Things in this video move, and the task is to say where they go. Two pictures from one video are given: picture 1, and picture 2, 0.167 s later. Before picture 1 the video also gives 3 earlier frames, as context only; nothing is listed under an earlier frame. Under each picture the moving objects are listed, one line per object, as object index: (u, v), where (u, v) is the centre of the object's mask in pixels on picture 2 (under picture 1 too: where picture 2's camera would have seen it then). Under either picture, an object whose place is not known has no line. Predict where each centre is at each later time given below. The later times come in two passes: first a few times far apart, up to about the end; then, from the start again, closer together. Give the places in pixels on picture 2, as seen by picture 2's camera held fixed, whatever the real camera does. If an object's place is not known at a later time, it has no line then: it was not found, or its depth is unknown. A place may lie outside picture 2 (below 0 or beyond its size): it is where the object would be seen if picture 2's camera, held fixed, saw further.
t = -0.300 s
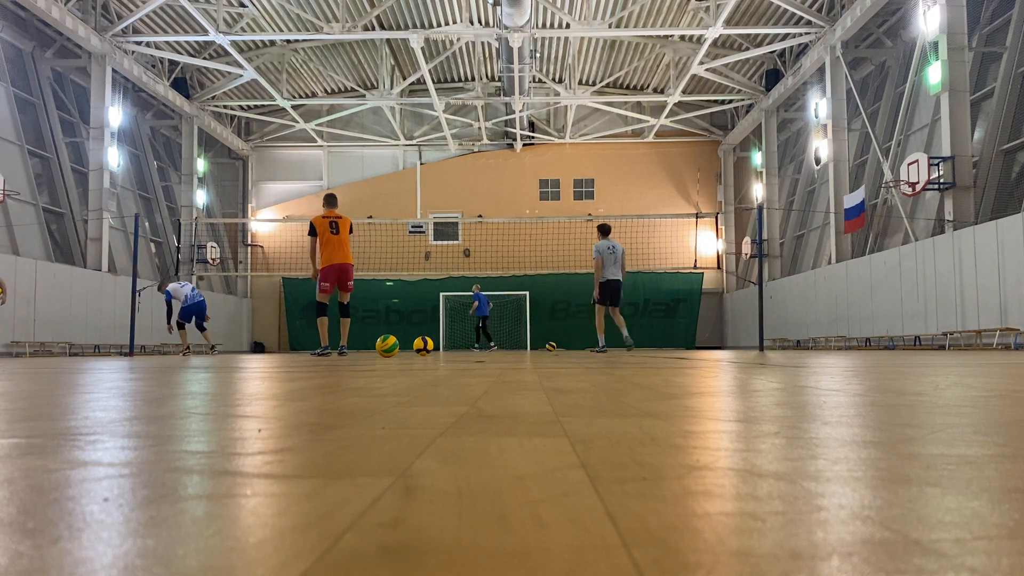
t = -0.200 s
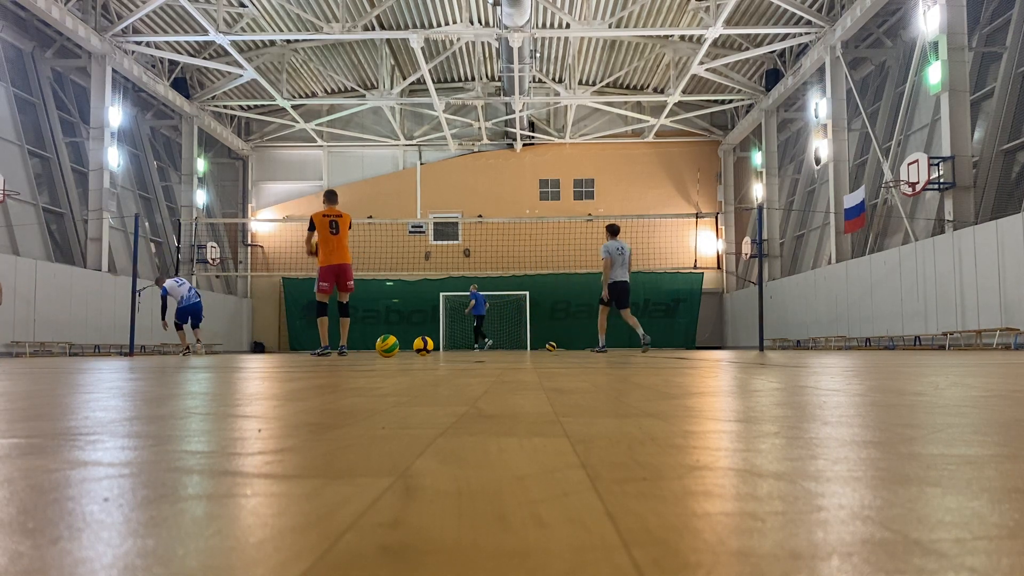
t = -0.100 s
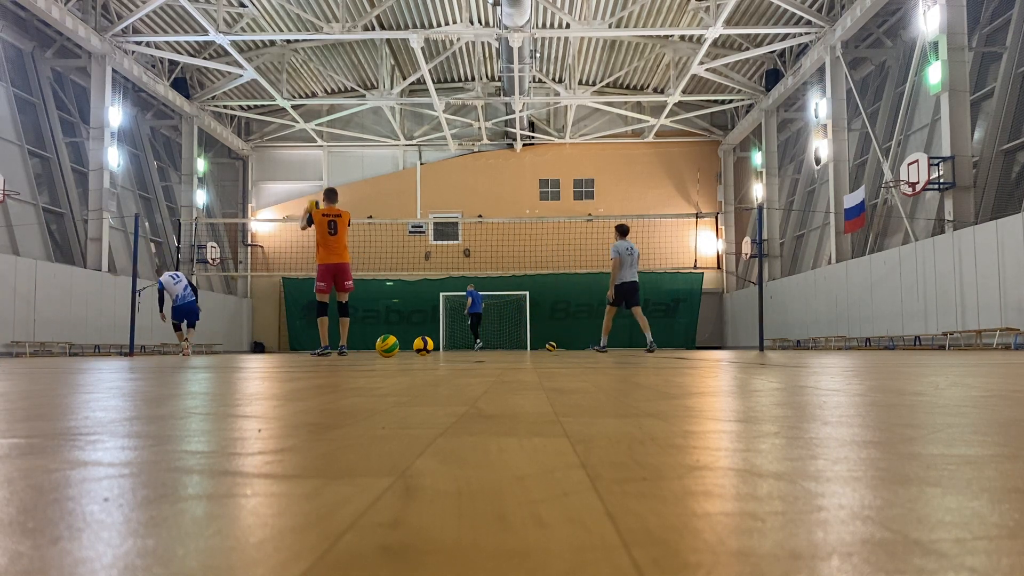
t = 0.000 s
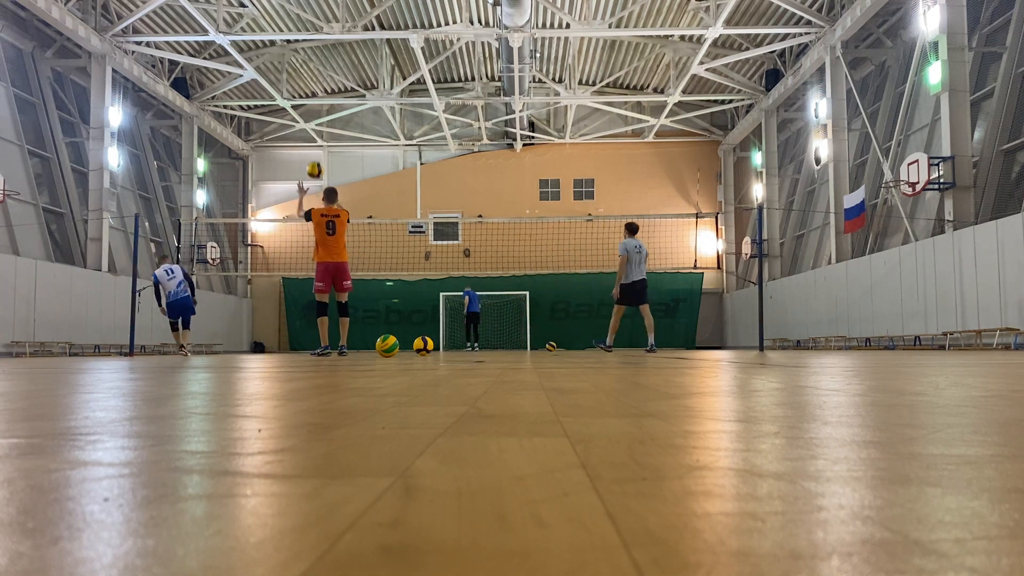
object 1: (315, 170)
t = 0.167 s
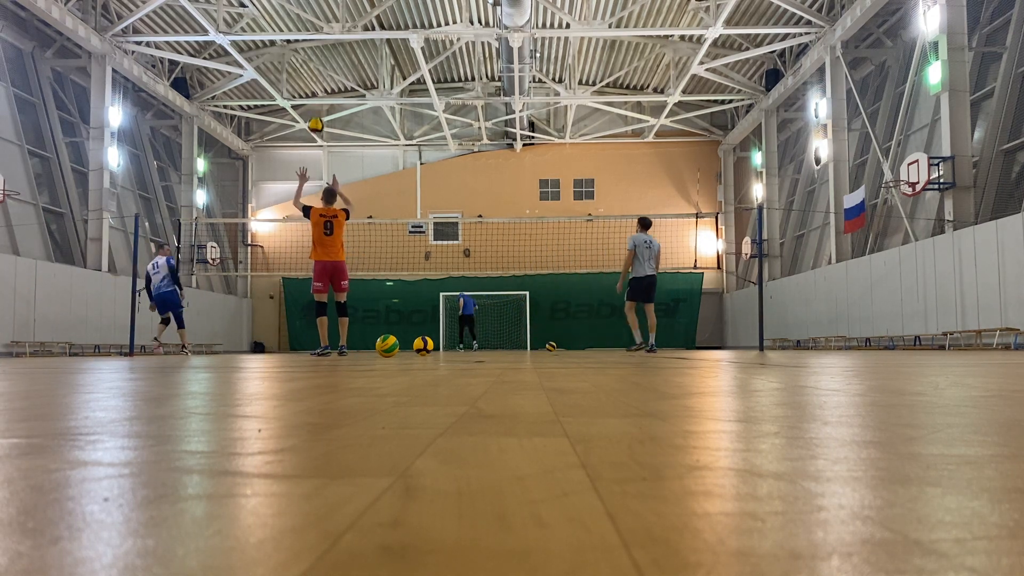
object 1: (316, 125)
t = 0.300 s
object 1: (317, 104)
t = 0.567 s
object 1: (318, 102)
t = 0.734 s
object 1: (319, 129)
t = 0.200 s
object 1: (316, 118)
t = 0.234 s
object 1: (316, 113)
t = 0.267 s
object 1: (316, 108)
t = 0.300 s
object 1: (317, 104)
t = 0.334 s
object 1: (317, 101)
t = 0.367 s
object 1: (318, 99)
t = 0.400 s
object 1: (317, 98)
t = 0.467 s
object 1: (318, 98)
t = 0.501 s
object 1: (318, 98)
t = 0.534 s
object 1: (318, 100)
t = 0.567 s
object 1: (318, 102)
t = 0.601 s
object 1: (318, 106)
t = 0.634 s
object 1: (318, 110)
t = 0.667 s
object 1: (319, 115)
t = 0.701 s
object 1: (318, 122)
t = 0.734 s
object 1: (319, 129)
